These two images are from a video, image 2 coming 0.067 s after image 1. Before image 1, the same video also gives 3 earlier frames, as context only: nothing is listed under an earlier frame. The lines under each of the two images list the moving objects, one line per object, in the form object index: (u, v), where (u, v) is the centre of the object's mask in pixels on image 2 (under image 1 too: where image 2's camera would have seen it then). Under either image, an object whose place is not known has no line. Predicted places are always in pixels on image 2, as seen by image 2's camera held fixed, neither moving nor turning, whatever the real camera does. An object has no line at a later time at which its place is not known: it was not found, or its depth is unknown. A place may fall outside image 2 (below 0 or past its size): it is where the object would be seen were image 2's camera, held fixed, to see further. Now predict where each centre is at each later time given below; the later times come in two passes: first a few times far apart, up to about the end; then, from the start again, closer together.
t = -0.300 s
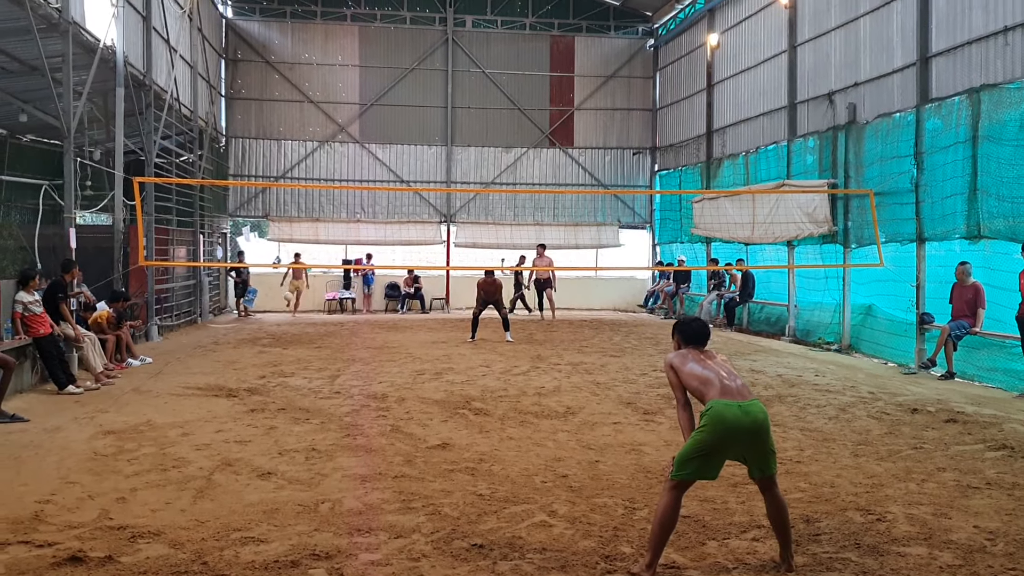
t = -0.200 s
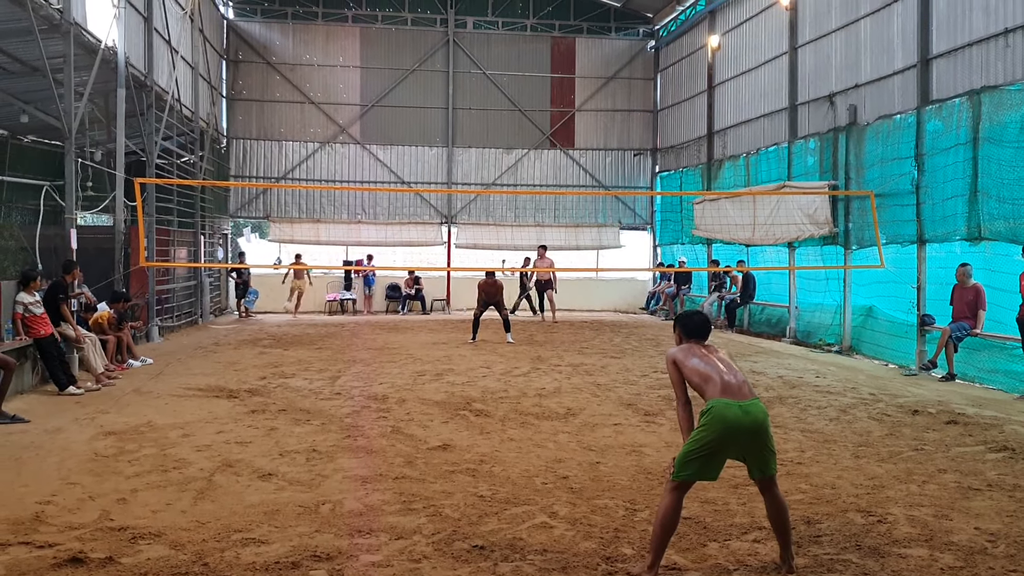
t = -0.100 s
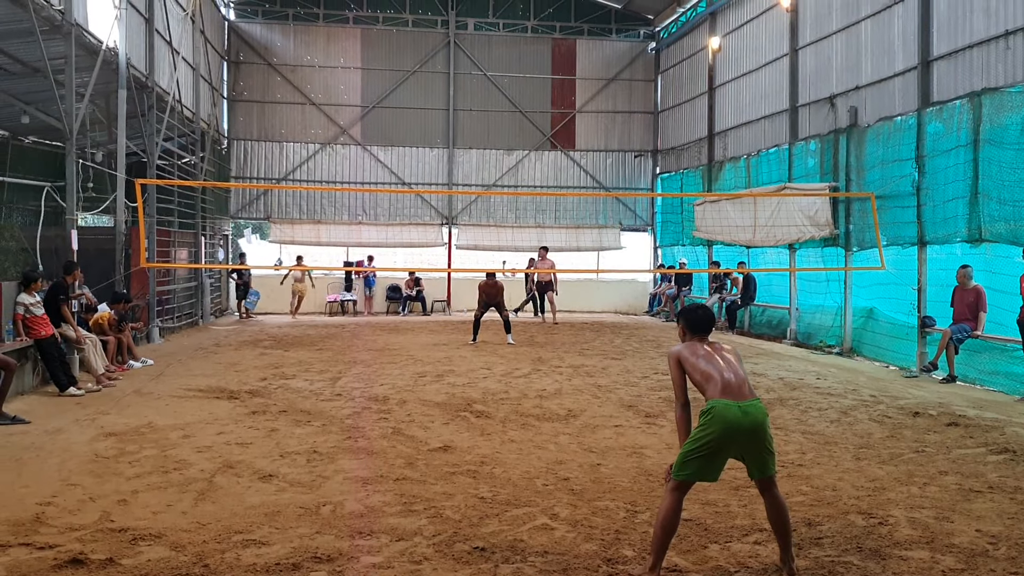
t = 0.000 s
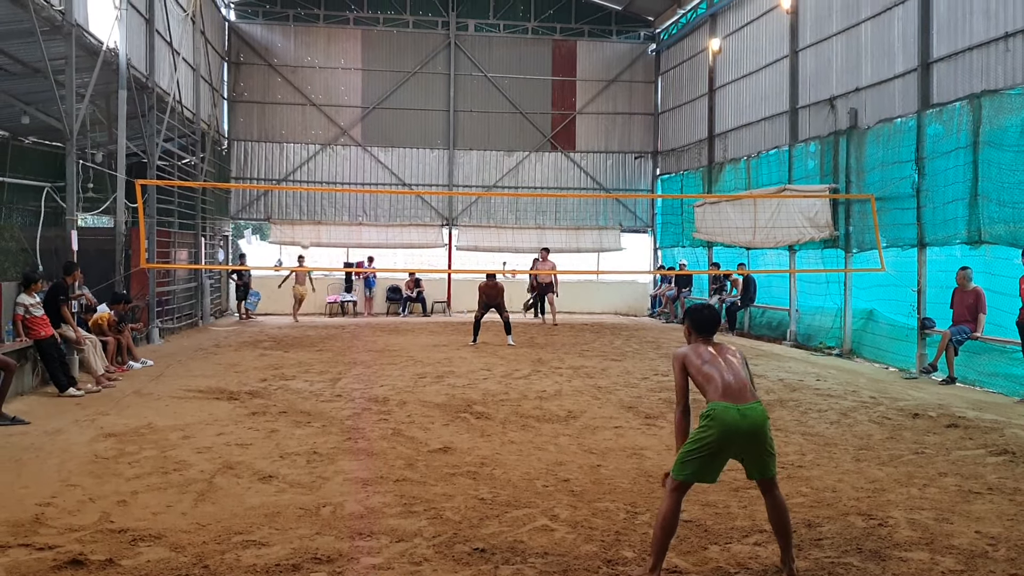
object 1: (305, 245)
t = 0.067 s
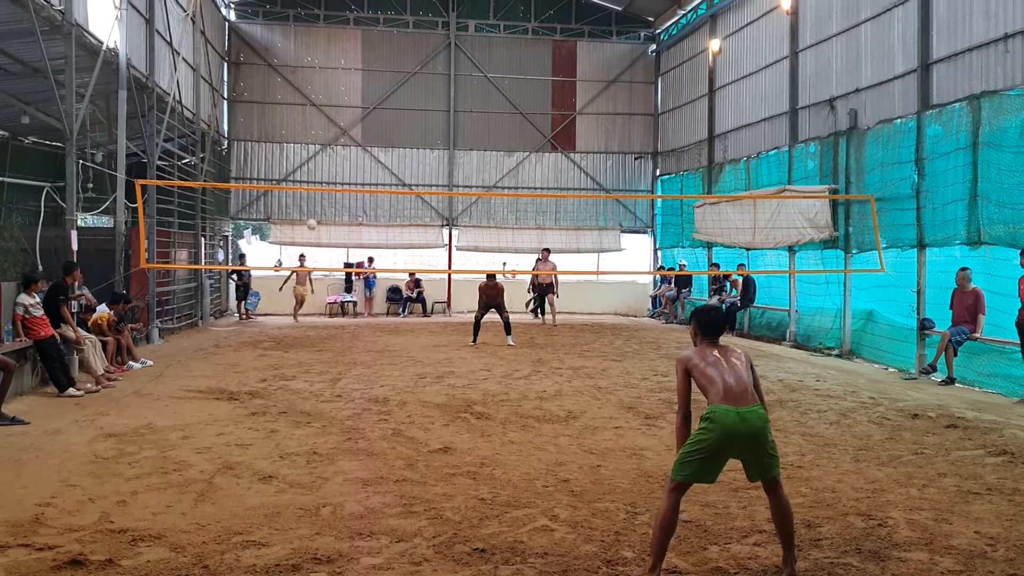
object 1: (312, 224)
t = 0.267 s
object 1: (334, 164)
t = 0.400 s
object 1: (352, 127)
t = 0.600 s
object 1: (386, 83)
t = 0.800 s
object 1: (434, 61)
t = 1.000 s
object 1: (503, 78)
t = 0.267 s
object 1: (334, 164)
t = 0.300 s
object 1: (339, 154)
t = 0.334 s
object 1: (343, 145)
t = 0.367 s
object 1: (348, 136)
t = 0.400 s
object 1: (352, 127)
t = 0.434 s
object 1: (357, 119)
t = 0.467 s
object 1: (362, 111)
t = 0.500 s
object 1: (367, 103)
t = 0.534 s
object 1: (373, 96)
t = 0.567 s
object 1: (380, 89)
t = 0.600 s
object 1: (386, 83)
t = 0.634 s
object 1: (393, 77)
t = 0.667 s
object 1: (401, 73)
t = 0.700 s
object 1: (409, 69)
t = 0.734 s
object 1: (417, 65)
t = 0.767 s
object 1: (425, 63)
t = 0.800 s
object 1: (434, 61)
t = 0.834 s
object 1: (443, 61)
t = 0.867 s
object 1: (453, 61)
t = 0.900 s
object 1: (464, 64)
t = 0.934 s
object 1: (476, 67)
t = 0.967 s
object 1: (489, 71)
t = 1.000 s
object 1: (503, 78)
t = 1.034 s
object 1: (518, 86)
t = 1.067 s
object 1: (534, 97)
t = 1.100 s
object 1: (553, 110)
